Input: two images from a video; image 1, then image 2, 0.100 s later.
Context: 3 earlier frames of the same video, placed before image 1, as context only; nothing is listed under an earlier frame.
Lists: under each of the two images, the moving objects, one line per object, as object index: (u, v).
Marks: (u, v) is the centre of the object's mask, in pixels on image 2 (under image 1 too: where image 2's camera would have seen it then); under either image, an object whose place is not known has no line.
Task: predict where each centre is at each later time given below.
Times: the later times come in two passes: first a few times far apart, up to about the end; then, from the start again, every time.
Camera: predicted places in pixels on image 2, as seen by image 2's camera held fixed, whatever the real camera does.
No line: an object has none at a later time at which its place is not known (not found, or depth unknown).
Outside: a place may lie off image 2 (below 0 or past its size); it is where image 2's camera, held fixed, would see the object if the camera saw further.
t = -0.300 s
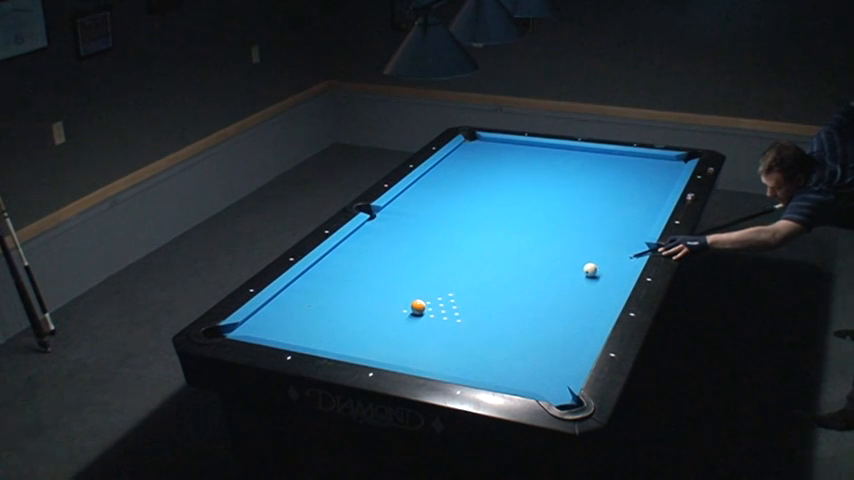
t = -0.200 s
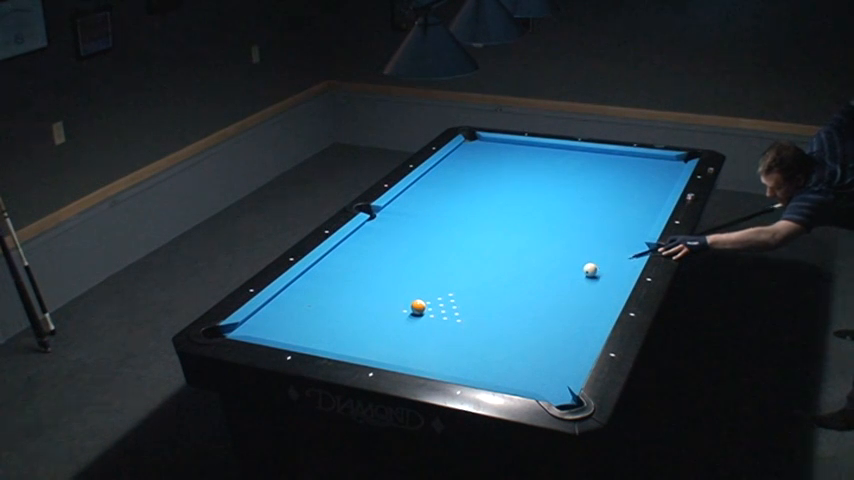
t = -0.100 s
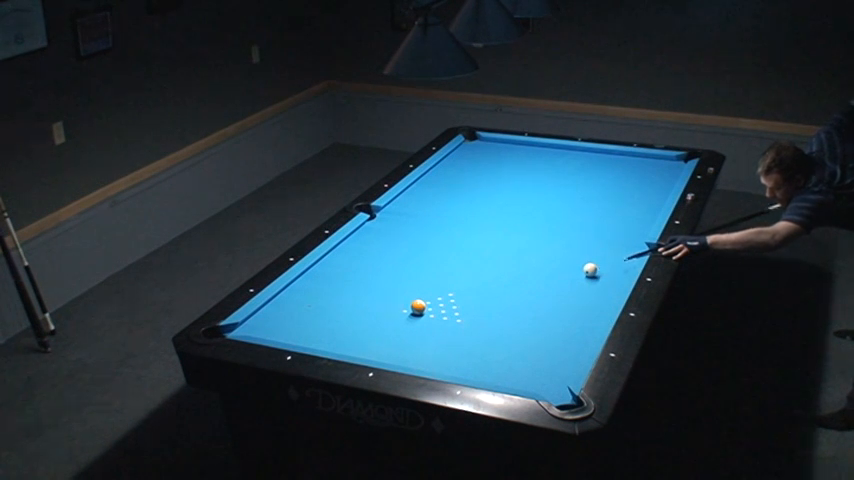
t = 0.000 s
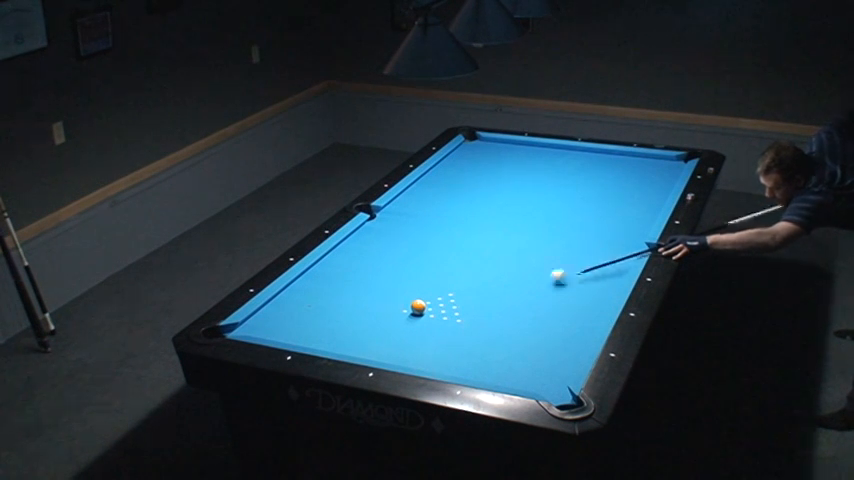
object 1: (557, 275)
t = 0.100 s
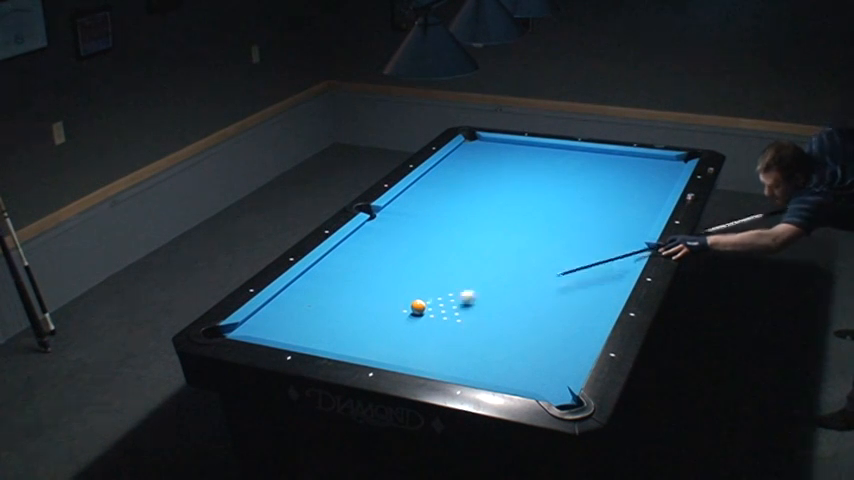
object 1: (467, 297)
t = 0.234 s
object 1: (432, 314)
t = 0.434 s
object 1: (424, 332)
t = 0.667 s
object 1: (415, 354)
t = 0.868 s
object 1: (416, 362)
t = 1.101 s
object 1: (436, 354)
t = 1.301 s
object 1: (452, 346)
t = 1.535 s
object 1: (470, 337)
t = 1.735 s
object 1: (484, 330)
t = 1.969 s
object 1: (499, 322)
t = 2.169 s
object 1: (511, 316)
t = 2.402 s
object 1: (524, 309)
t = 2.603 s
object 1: (535, 304)
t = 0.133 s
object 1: (436, 304)
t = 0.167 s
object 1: (433, 308)
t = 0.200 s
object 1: (433, 312)
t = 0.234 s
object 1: (432, 314)
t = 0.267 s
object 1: (431, 317)
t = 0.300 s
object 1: (430, 321)
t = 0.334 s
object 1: (429, 324)
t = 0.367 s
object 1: (427, 327)
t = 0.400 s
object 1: (426, 329)
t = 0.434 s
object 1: (424, 332)
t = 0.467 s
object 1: (423, 335)
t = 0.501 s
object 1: (422, 338)
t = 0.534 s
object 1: (421, 341)
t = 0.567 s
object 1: (419, 344)
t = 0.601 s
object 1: (418, 347)
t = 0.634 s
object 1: (417, 350)
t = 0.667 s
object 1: (415, 354)
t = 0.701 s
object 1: (414, 356)
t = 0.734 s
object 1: (413, 359)
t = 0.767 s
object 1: (411, 361)
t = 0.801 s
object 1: (410, 363)
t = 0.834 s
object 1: (413, 362)
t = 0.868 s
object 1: (416, 362)
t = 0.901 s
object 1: (419, 361)
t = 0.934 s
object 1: (422, 360)
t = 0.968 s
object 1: (424, 360)
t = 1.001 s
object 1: (427, 358)
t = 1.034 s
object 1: (430, 357)
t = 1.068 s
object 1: (433, 356)
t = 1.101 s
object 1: (436, 354)
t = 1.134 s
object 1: (439, 353)
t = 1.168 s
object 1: (441, 351)
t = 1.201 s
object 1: (444, 350)
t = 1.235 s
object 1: (447, 349)
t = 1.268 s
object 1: (449, 347)
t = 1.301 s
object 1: (452, 346)
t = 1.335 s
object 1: (455, 344)
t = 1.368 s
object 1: (457, 343)
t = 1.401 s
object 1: (460, 342)
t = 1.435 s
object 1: (463, 341)
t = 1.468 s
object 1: (465, 339)
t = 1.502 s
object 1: (467, 338)
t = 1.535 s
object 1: (470, 337)
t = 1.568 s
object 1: (472, 336)
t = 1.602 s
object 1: (475, 334)
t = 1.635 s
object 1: (477, 333)
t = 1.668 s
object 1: (479, 332)
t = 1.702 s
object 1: (482, 331)
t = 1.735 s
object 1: (484, 330)
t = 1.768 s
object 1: (486, 329)
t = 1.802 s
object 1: (488, 327)
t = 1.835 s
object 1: (490, 326)
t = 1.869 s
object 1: (493, 325)
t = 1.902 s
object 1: (495, 324)
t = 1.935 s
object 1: (497, 323)
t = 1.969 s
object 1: (499, 322)
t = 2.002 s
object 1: (501, 321)
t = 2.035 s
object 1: (503, 320)
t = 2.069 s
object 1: (505, 319)
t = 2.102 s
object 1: (507, 317)
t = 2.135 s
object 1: (509, 317)
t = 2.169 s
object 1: (511, 316)
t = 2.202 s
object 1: (513, 315)
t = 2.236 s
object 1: (515, 314)
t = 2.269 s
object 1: (517, 313)
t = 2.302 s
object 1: (519, 312)
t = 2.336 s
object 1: (521, 311)
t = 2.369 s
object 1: (522, 310)
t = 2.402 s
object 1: (524, 309)
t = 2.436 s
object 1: (526, 308)
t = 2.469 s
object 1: (528, 307)
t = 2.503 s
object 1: (529, 306)
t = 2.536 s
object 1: (531, 306)
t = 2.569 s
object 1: (533, 305)
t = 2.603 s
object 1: (535, 304)
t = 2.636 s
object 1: (536, 303)
